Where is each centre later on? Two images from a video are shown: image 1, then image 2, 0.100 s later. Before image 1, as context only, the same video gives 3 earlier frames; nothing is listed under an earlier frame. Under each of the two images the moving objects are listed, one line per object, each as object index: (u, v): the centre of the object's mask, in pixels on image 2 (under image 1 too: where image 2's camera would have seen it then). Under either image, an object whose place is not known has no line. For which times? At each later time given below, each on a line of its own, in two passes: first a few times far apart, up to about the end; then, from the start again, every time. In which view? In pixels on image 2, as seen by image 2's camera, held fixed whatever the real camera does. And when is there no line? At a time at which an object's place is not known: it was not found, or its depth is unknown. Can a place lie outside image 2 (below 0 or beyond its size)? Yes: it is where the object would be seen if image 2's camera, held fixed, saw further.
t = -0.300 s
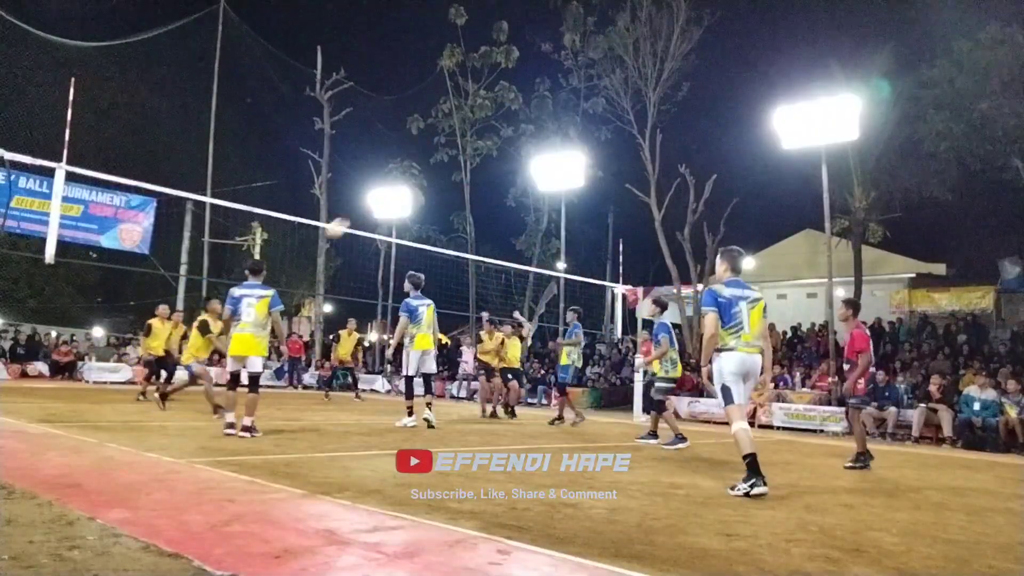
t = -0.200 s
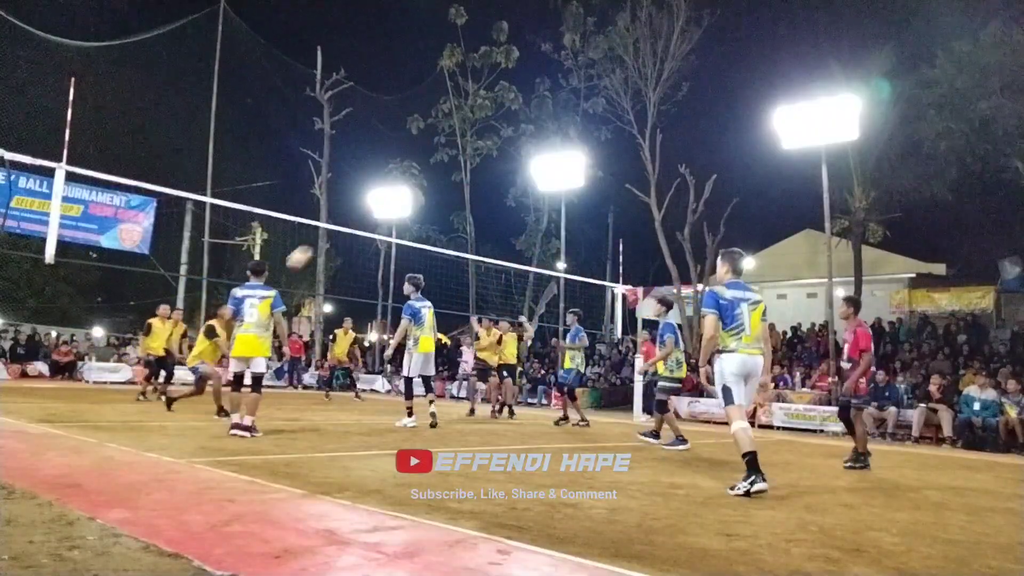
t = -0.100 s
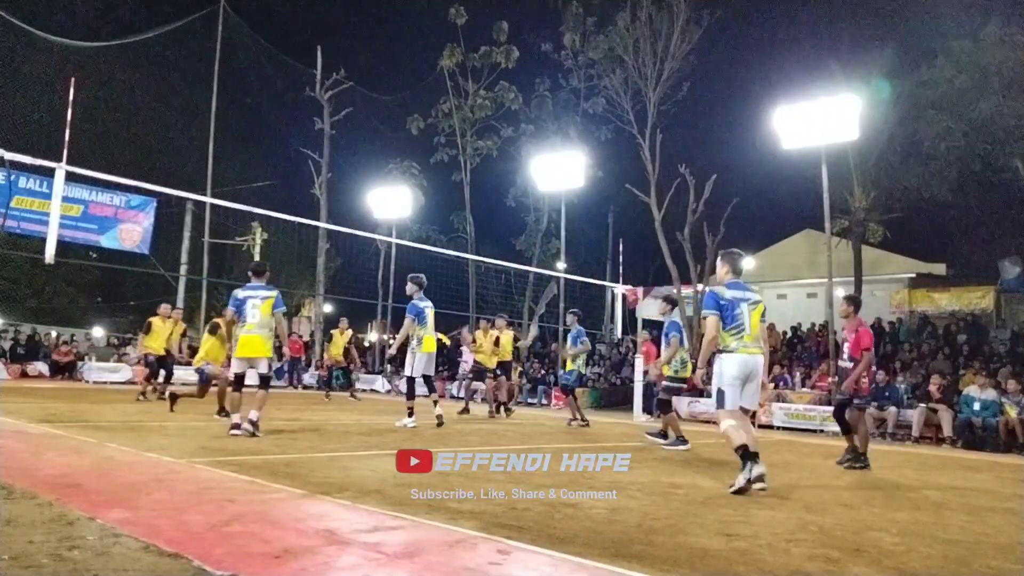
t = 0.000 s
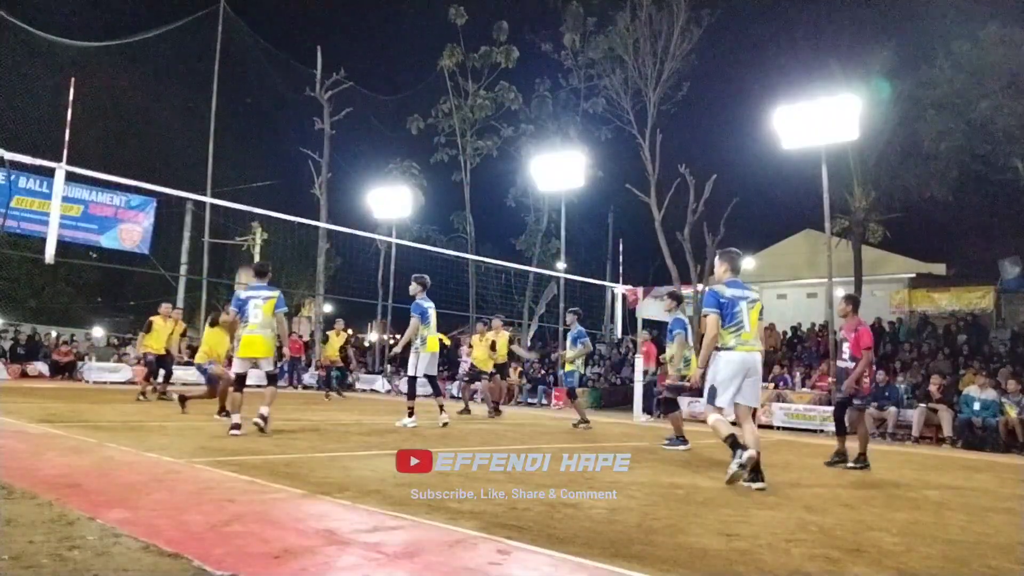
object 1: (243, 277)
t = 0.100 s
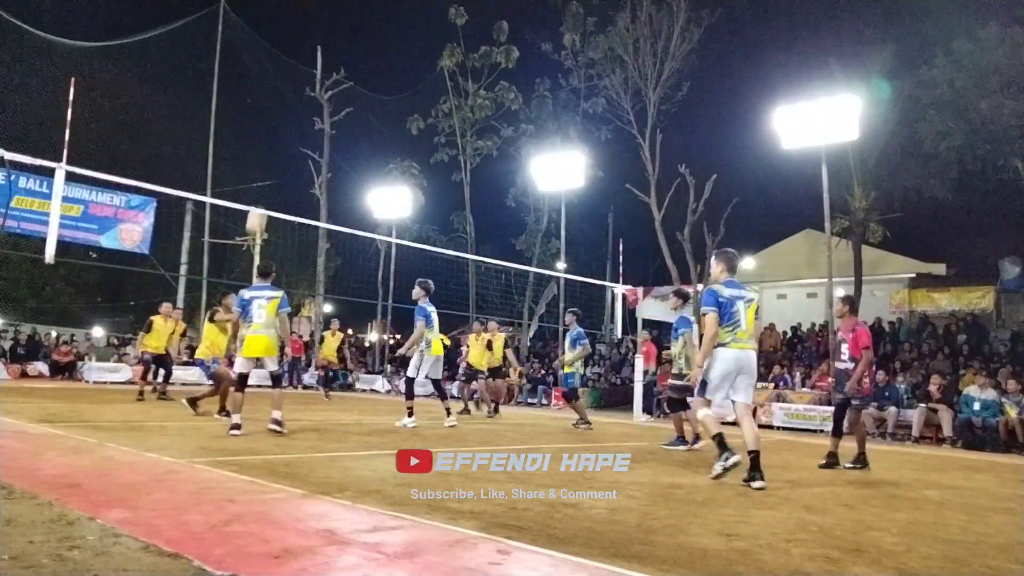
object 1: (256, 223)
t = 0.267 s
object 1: (274, 138)
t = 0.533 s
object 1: (296, 57)
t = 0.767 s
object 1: (309, 32)
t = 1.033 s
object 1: (320, 50)
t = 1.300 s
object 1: (325, 118)
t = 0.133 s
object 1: (261, 199)
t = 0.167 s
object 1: (264, 185)
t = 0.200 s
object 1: (267, 169)
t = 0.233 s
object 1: (271, 152)
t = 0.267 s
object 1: (274, 138)
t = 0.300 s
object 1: (277, 125)
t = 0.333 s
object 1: (280, 112)
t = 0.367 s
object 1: (283, 101)
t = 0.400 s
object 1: (286, 90)
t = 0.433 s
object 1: (288, 81)
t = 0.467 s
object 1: (291, 72)
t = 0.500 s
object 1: (293, 64)
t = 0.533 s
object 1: (296, 57)
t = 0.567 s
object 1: (298, 51)
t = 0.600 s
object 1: (300, 46)
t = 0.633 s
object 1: (302, 41)
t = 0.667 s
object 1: (304, 38)
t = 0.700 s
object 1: (306, 35)
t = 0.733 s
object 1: (307, 33)
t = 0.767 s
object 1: (309, 32)
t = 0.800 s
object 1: (311, 31)
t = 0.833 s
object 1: (312, 32)
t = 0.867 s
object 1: (313, 33)
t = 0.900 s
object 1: (314, 35)
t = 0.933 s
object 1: (316, 37)
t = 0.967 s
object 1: (317, 41)
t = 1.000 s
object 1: (318, 45)
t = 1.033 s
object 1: (320, 50)
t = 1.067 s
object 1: (320, 56)
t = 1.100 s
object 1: (321, 63)
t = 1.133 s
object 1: (322, 70)
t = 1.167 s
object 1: (323, 78)
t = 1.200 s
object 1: (324, 87)
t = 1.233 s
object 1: (324, 97)
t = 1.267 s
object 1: (325, 107)
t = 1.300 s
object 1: (325, 118)
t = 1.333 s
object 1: (326, 131)
